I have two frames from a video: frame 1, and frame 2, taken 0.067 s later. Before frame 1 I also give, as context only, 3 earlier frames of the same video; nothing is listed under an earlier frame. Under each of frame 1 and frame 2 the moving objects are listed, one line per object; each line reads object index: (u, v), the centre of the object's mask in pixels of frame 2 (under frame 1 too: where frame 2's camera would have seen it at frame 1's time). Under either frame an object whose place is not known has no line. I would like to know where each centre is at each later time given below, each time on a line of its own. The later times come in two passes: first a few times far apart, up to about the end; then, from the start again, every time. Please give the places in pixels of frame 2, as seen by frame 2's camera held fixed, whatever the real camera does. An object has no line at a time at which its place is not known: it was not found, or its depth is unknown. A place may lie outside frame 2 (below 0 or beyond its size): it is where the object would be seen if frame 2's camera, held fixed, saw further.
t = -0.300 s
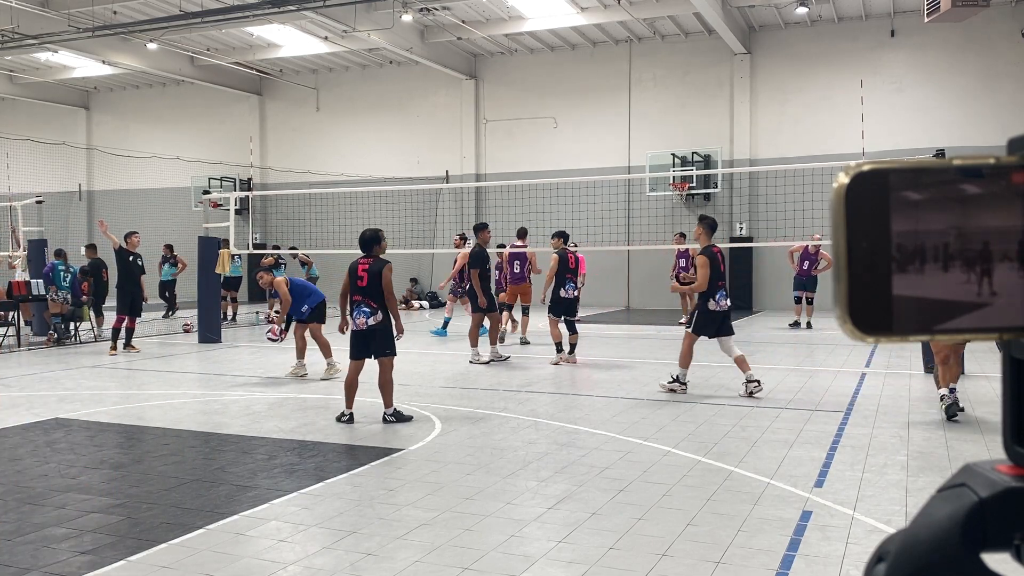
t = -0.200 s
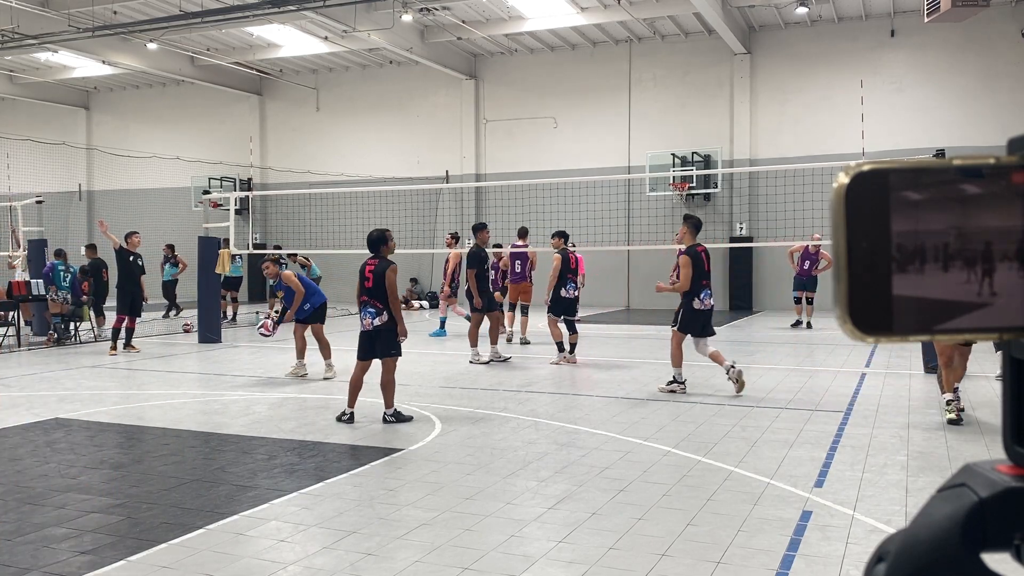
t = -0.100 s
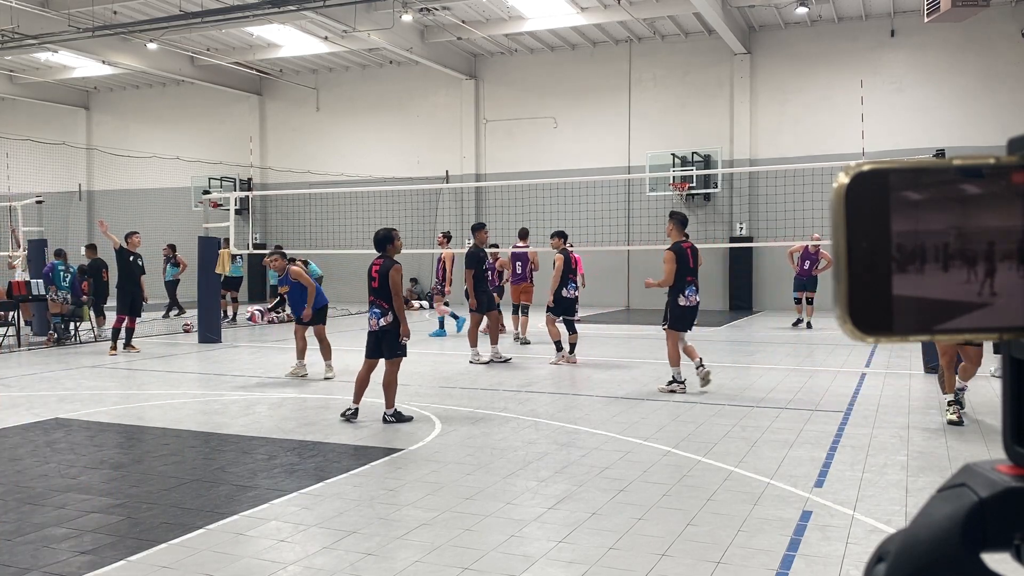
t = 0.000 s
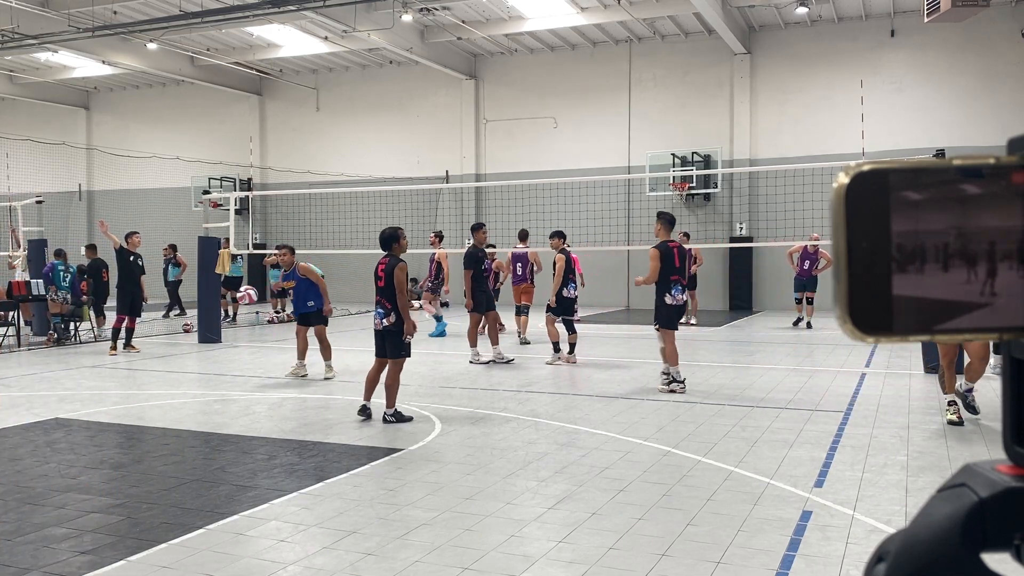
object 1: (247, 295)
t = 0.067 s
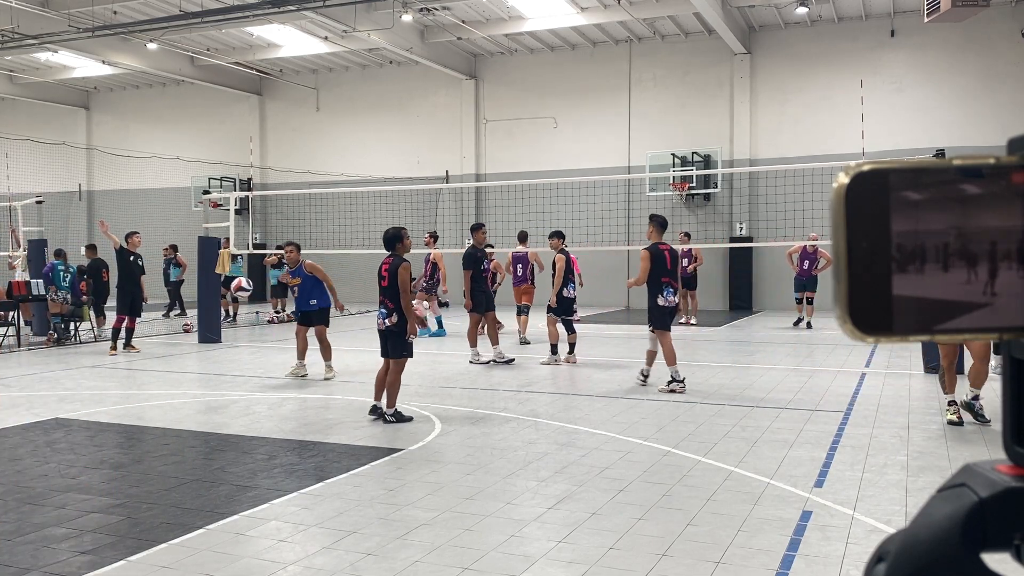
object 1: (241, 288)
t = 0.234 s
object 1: (227, 284)
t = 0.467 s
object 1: (201, 335)
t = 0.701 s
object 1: (167, 431)
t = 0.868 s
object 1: (138, 378)
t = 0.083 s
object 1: (240, 286)
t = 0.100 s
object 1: (239, 285)
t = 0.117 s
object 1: (237, 283)
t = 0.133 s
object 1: (236, 282)
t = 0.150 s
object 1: (234, 282)
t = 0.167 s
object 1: (233, 282)
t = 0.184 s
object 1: (231, 282)
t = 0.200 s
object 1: (230, 282)
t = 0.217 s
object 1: (228, 283)
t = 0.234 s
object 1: (227, 284)
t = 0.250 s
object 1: (225, 286)
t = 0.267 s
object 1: (224, 287)
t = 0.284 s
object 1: (222, 289)
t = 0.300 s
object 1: (220, 291)
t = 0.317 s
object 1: (219, 294)
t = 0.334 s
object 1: (217, 296)
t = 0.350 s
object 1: (215, 300)
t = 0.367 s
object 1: (213, 304)
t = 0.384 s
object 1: (211, 308)
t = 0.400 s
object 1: (209, 313)
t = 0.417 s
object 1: (208, 318)
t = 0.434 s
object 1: (206, 323)
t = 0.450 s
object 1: (204, 329)
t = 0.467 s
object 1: (201, 335)
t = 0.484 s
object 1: (199, 342)
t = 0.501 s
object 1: (197, 350)
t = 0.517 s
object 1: (195, 358)
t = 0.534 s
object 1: (192, 366)
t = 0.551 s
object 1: (190, 375)
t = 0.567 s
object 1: (188, 384)
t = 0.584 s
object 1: (185, 395)
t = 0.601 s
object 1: (183, 406)
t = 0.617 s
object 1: (180, 416)
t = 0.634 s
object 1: (178, 429)
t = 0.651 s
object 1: (175, 442)
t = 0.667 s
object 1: (172, 445)
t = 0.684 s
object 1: (170, 438)
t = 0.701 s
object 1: (167, 431)
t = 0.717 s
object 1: (165, 425)
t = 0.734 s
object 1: (162, 418)
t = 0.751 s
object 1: (159, 412)
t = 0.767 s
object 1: (156, 406)
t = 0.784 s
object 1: (153, 400)
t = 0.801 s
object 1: (150, 395)
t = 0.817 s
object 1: (147, 390)
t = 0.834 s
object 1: (144, 386)
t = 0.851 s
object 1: (141, 382)
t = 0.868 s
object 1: (138, 378)
